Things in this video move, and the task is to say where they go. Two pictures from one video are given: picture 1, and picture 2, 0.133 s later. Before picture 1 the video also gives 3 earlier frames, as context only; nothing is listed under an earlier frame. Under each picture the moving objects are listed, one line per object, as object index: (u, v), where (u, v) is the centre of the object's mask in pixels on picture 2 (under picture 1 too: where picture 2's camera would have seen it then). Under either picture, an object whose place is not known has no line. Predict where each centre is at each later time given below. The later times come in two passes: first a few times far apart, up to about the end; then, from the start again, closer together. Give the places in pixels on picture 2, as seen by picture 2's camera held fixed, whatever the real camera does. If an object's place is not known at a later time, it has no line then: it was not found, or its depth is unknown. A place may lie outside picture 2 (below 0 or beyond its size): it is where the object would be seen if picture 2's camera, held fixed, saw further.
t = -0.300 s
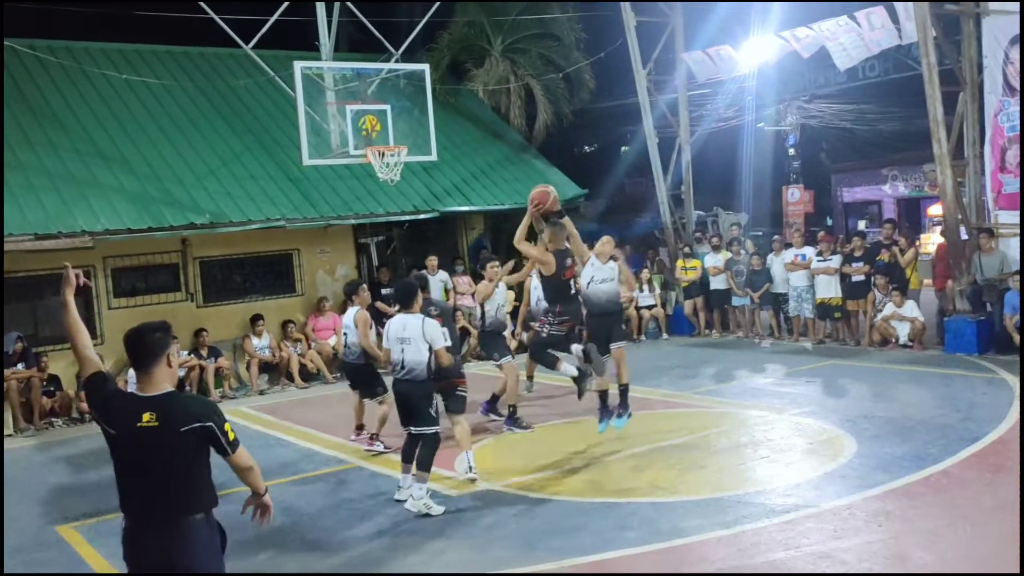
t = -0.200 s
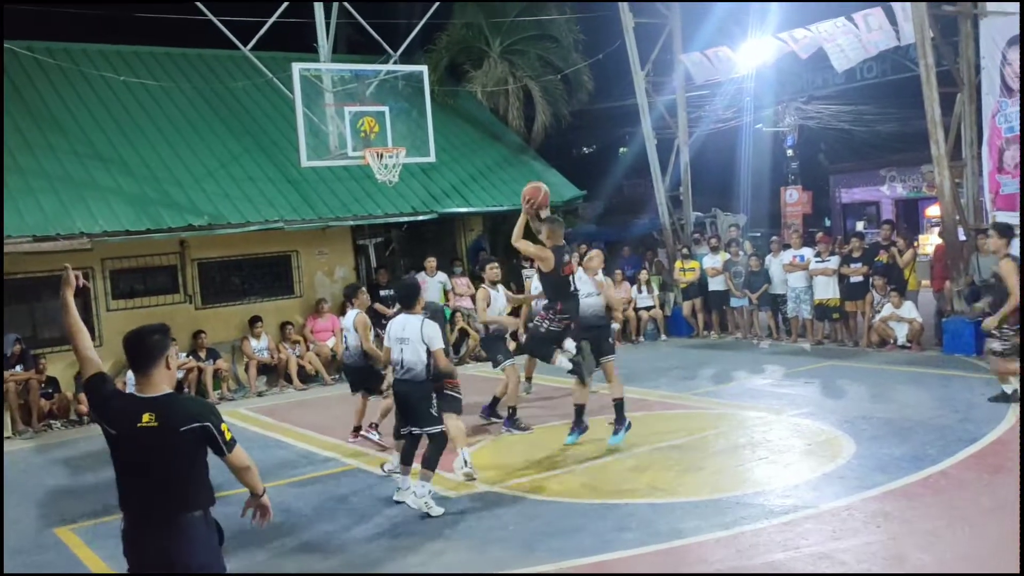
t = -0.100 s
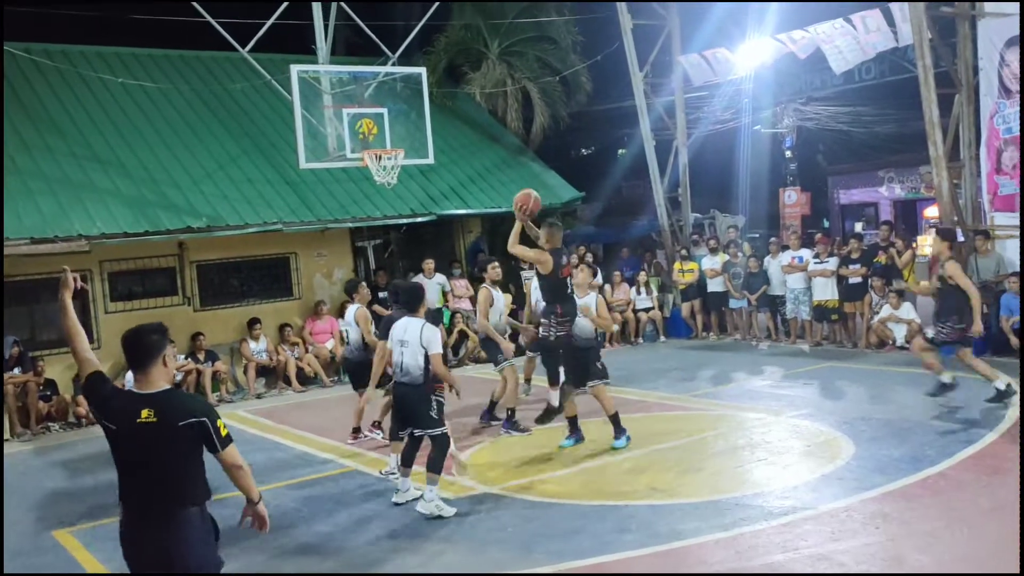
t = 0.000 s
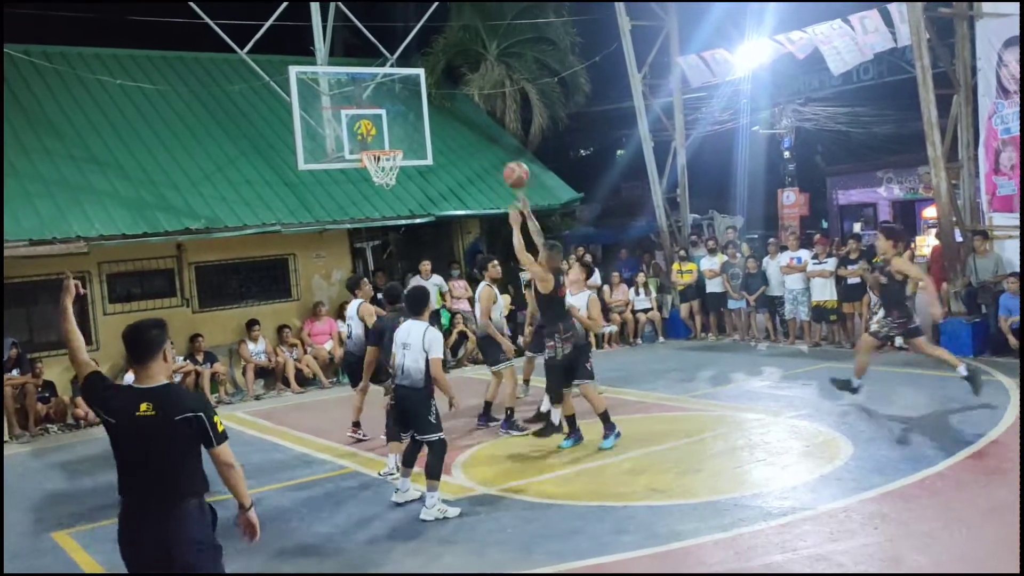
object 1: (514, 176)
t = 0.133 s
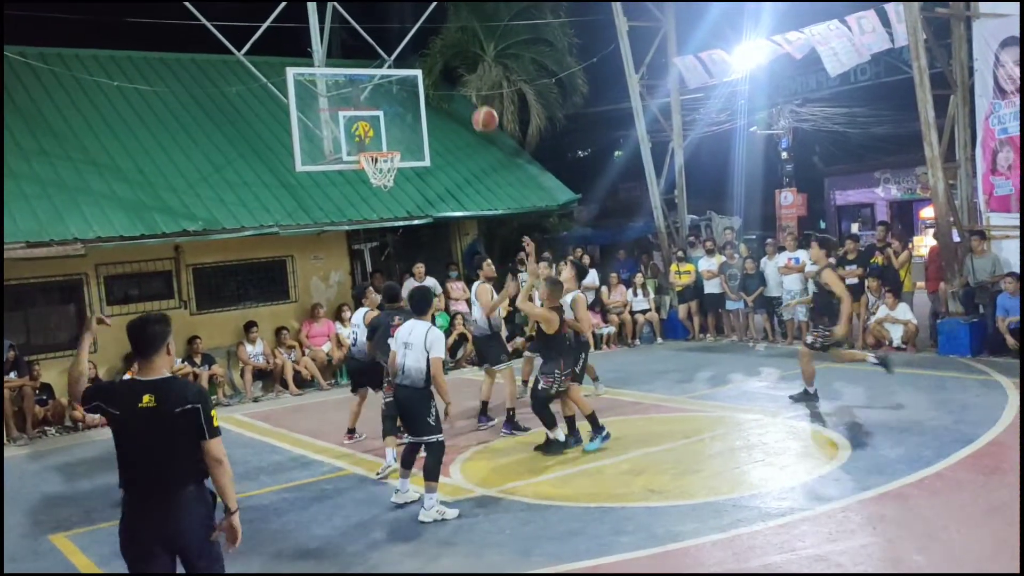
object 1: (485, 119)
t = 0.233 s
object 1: (466, 92)
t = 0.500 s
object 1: (425, 73)
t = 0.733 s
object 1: (400, 111)
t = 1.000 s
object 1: (380, 198)
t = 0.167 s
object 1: (478, 109)
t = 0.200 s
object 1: (472, 100)
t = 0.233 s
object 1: (466, 92)
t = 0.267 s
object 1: (460, 86)
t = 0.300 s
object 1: (454, 80)
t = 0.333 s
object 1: (449, 76)
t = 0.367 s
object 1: (444, 74)
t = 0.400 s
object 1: (439, 72)
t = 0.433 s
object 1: (434, 72)
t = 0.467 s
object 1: (430, 72)
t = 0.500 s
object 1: (425, 73)
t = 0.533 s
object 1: (421, 76)
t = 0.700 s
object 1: (402, 102)
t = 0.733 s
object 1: (400, 111)
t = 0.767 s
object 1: (397, 119)
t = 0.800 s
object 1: (394, 129)
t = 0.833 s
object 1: (390, 139)
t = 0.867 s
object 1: (389, 149)
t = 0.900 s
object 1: (385, 161)
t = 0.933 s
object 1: (384, 173)
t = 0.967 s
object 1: (382, 185)
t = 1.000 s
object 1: (380, 198)
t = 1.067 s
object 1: (376, 226)
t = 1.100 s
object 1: (374, 240)
